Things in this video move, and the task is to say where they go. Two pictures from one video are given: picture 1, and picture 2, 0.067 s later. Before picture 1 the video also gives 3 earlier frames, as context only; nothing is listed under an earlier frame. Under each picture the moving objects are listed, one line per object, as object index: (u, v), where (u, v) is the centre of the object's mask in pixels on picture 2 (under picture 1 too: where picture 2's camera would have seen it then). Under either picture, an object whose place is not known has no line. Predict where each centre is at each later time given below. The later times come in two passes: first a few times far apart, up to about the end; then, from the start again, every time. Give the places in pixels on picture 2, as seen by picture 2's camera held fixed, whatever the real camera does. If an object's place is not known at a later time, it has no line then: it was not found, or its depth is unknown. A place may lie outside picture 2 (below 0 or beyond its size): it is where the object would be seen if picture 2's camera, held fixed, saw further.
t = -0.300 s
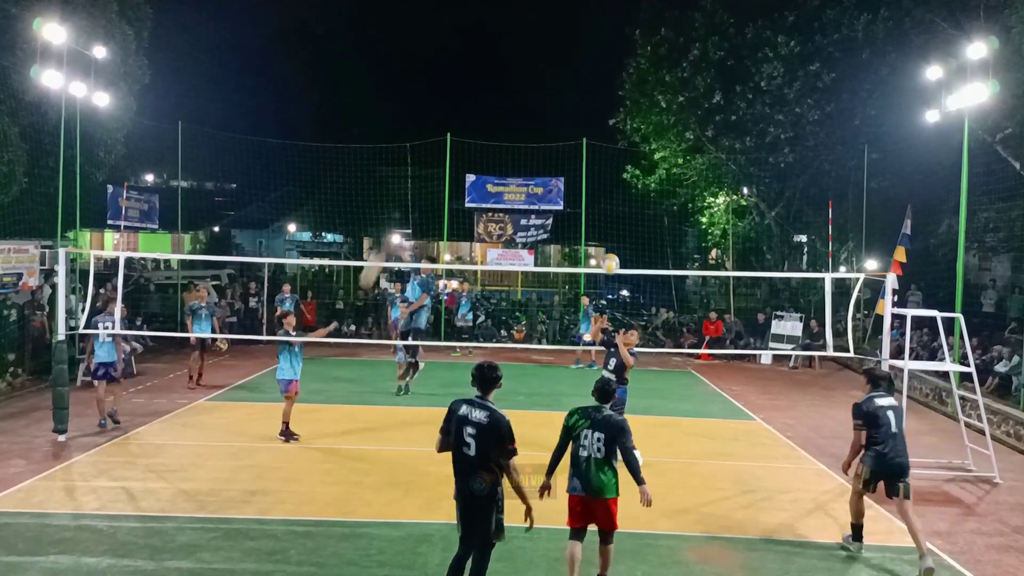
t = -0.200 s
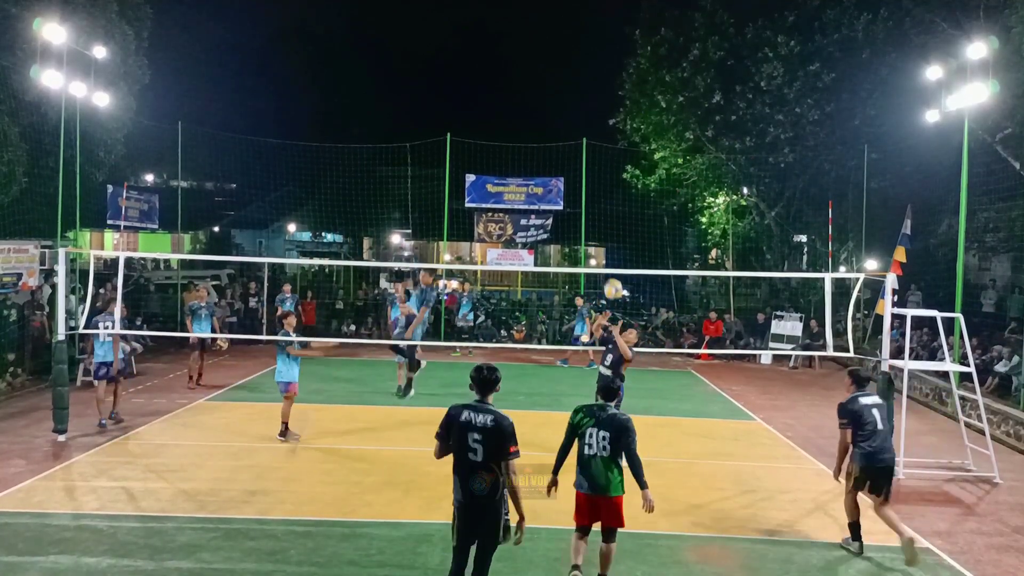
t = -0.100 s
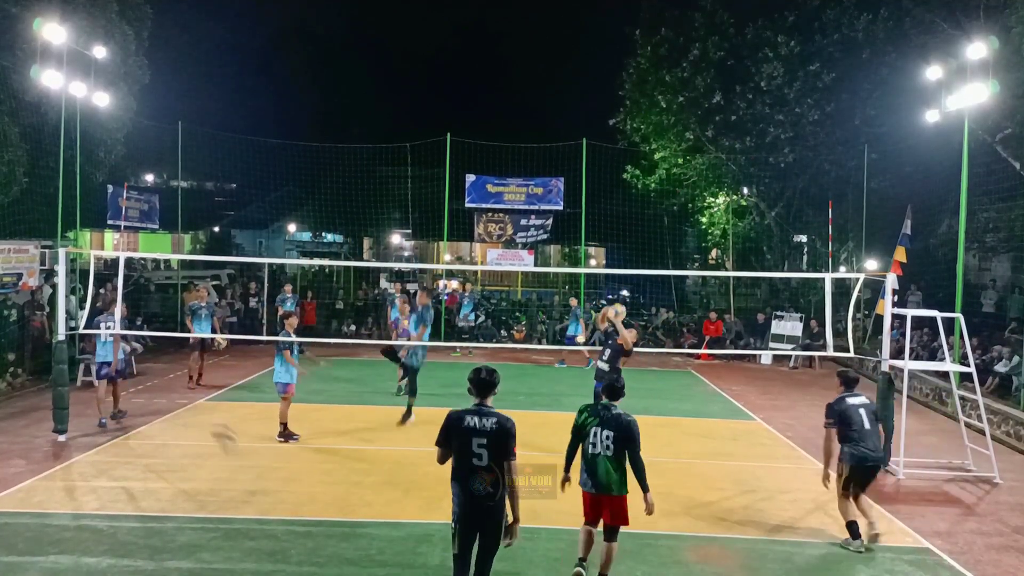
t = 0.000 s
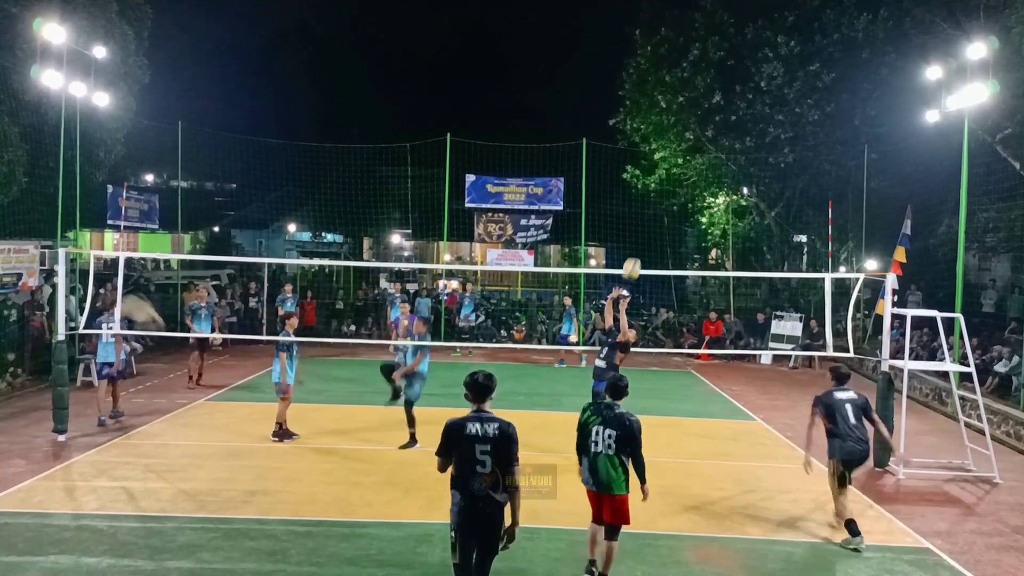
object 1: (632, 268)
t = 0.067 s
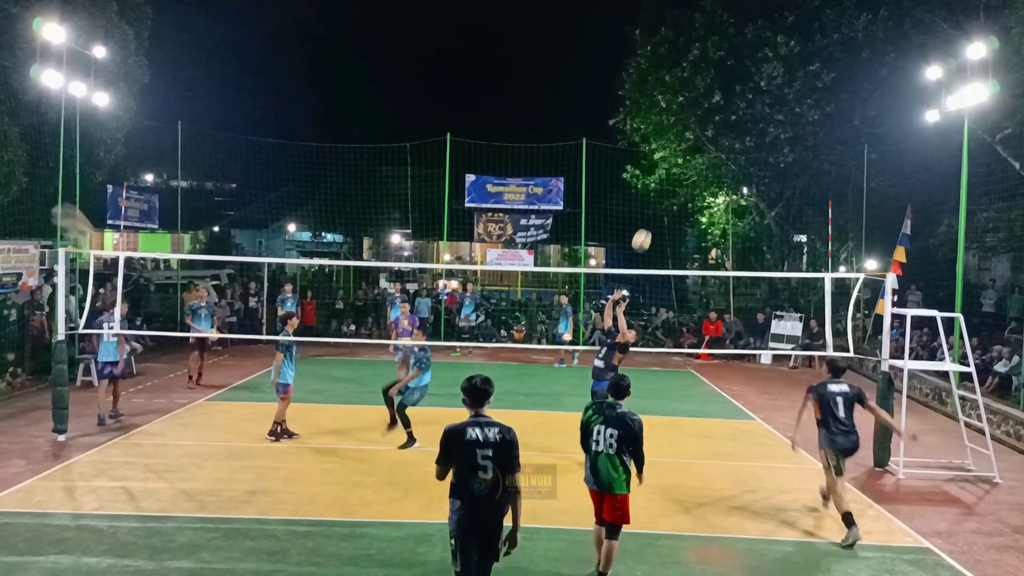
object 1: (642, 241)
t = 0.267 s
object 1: (671, 178)
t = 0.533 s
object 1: (706, 148)
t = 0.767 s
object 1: (735, 169)
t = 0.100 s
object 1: (647, 228)
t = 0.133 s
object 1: (652, 216)
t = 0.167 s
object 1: (656, 205)
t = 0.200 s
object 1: (661, 196)
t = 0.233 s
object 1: (666, 186)
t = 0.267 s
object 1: (671, 178)
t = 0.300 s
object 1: (676, 171)
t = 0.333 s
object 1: (680, 165)
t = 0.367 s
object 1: (685, 160)
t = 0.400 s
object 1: (689, 156)
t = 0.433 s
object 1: (694, 153)
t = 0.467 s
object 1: (698, 150)
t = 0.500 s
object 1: (702, 149)
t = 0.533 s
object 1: (706, 148)
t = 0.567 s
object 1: (710, 148)
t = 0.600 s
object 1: (715, 149)
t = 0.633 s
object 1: (719, 151)
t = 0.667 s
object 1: (723, 155)
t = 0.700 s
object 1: (727, 159)
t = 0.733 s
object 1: (731, 163)
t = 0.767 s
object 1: (735, 169)
